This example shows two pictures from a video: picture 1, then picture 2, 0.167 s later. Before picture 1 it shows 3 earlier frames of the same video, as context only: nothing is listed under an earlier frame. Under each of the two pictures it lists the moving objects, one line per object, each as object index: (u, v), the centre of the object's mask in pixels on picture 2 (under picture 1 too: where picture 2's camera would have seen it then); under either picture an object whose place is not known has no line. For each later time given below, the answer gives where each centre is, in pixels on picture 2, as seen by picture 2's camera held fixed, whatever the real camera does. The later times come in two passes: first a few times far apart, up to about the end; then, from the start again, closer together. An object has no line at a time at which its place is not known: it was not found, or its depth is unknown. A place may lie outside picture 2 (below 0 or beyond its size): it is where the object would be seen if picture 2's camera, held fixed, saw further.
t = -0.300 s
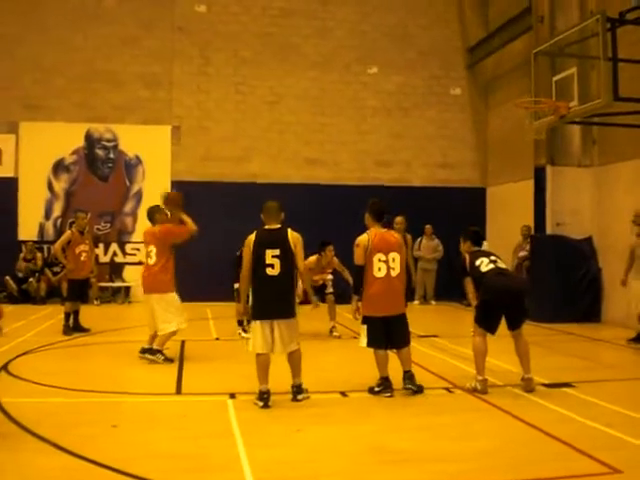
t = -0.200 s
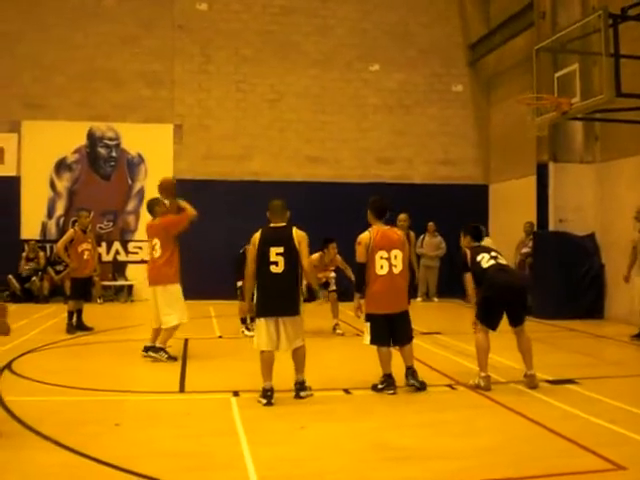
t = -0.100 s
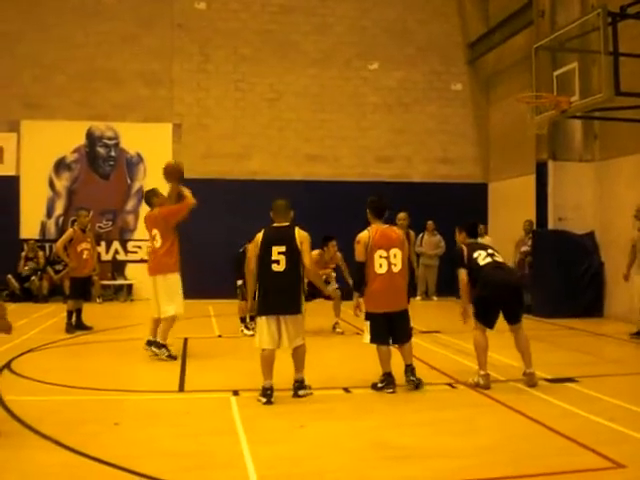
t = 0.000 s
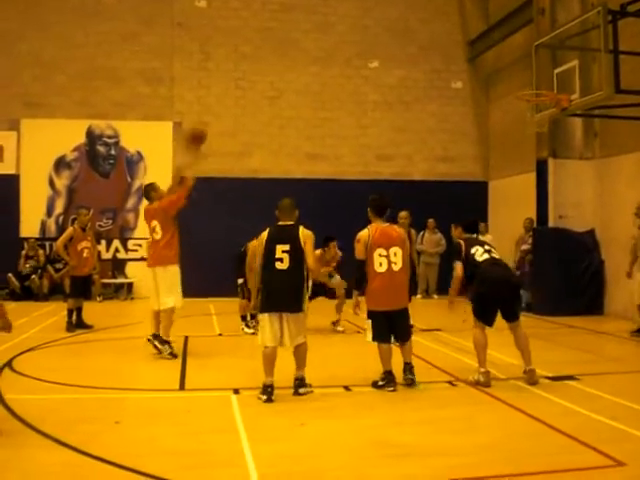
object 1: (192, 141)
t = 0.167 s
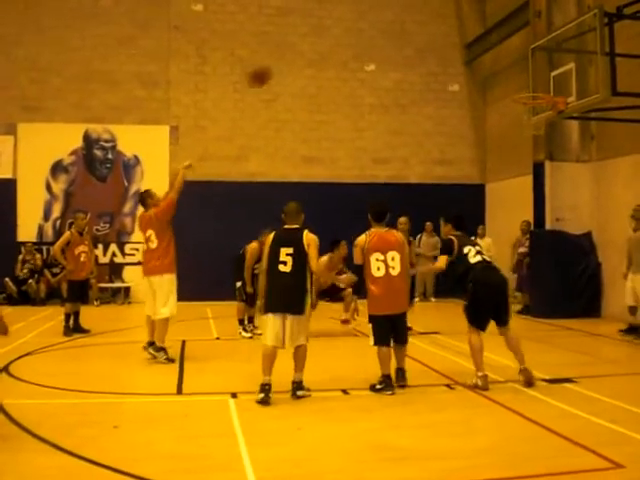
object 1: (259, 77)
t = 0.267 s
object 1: (298, 50)
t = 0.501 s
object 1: (386, 21)
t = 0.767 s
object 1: (472, 44)
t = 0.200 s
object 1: (272, 67)
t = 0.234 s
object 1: (284, 58)
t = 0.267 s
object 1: (298, 50)
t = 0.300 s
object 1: (310, 43)
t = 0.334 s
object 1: (323, 37)
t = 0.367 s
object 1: (335, 32)
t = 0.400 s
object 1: (348, 28)
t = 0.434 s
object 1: (360, 26)
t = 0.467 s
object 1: (372, 23)
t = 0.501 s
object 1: (386, 21)
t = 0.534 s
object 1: (397, 22)
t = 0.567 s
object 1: (408, 22)
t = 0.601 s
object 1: (420, 24)
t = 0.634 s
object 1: (432, 26)
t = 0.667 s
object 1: (444, 28)
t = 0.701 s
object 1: (454, 34)
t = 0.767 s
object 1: (472, 44)
